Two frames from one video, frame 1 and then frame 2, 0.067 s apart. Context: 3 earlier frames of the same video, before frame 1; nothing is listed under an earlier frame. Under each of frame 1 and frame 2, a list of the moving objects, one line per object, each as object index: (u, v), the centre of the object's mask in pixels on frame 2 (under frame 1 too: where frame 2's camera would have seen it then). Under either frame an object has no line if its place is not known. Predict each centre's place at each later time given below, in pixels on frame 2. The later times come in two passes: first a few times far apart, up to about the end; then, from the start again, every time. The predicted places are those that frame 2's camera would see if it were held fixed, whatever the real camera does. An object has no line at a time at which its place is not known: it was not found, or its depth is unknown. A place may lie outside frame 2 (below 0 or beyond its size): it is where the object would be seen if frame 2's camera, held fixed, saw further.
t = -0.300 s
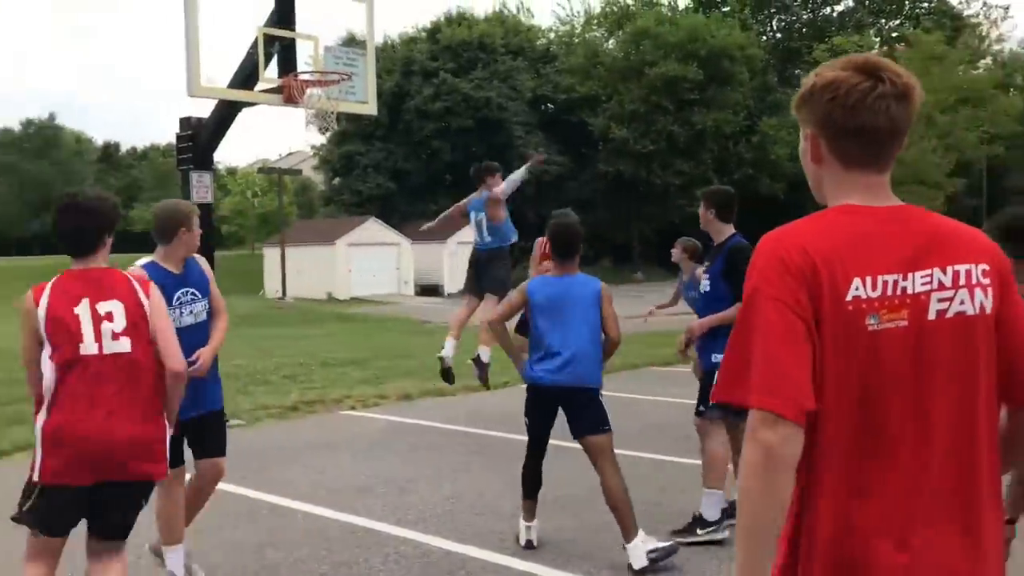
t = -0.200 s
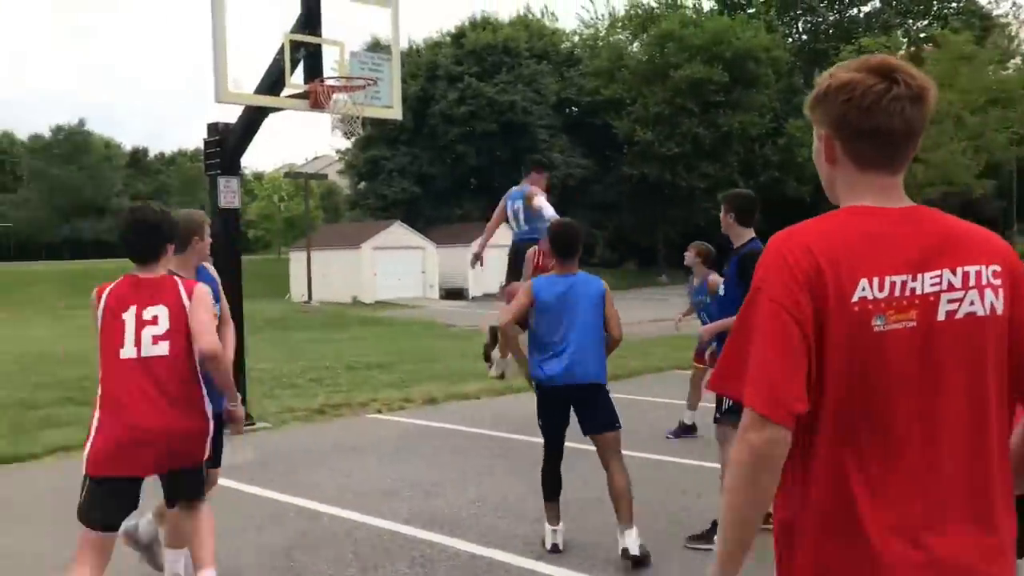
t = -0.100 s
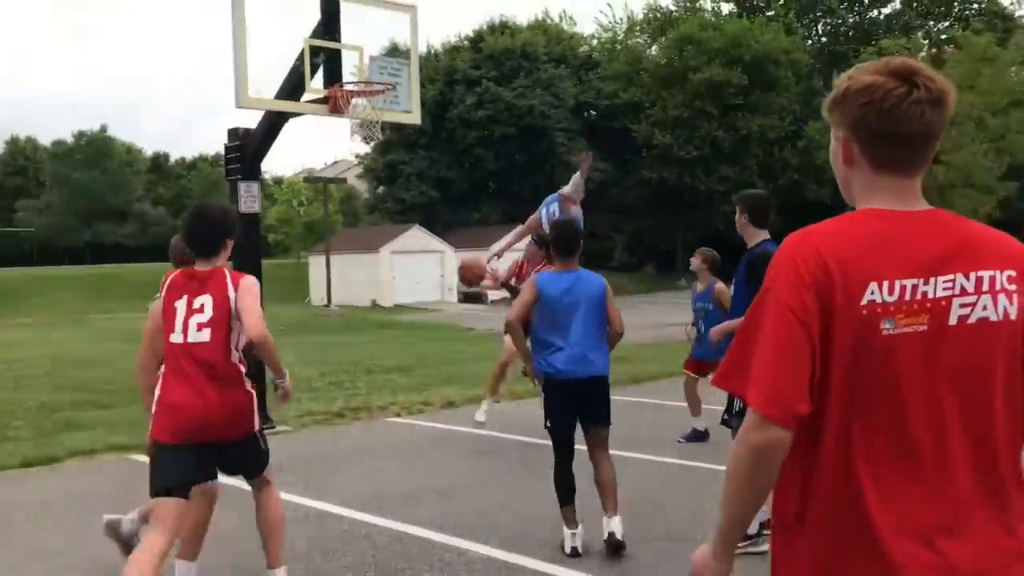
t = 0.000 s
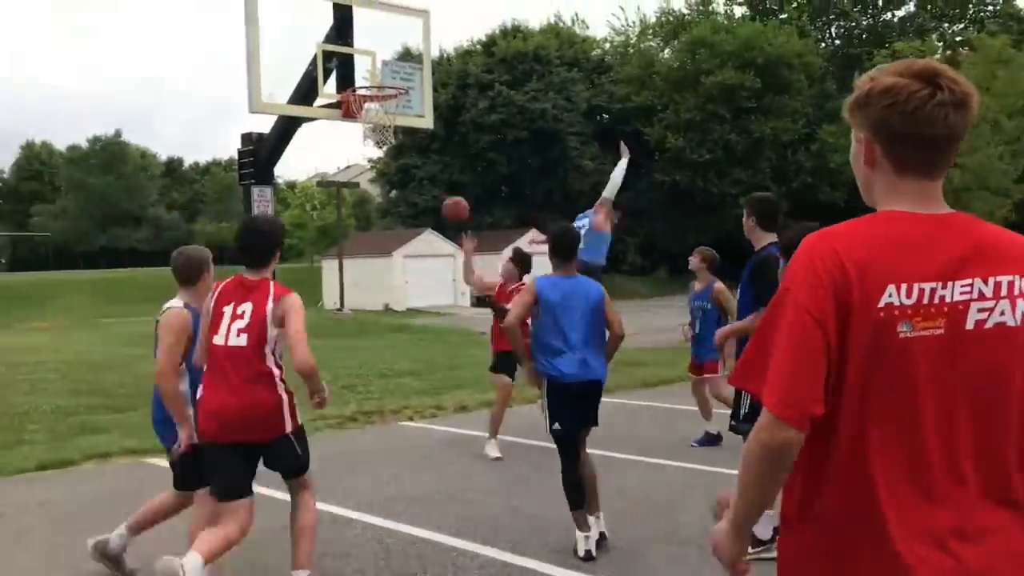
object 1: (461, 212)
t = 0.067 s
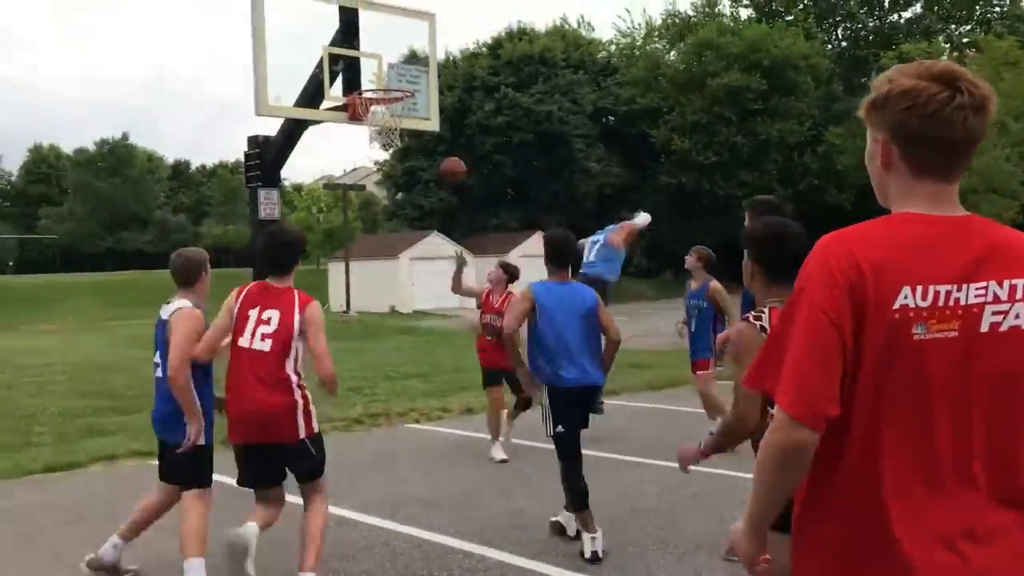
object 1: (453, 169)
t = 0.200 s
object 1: (436, 106)
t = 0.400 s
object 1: (422, 43)
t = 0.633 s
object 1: (424, 15)
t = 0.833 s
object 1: (429, 43)
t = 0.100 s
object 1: (448, 152)
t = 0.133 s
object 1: (445, 136)
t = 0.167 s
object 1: (440, 119)
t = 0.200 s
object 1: (436, 106)
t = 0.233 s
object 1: (432, 94)
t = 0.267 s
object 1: (428, 82)
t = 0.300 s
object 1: (424, 71)
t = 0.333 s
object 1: (422, 61)
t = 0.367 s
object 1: (422, 52)
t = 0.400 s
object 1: (422, 43)
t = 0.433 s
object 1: (422, 36)
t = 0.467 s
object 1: (422, 30)
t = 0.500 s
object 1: (422, 24)
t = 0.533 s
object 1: (423, 20)
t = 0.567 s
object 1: (423, 17)
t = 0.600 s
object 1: (424, 16)
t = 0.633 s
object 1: (424, 15)
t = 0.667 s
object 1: (425, 17)
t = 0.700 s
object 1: (426, 19)
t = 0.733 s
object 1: (426, 23)
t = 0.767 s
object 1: (427, 29)
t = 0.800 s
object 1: (428, 35)
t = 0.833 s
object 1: (429, 43)
